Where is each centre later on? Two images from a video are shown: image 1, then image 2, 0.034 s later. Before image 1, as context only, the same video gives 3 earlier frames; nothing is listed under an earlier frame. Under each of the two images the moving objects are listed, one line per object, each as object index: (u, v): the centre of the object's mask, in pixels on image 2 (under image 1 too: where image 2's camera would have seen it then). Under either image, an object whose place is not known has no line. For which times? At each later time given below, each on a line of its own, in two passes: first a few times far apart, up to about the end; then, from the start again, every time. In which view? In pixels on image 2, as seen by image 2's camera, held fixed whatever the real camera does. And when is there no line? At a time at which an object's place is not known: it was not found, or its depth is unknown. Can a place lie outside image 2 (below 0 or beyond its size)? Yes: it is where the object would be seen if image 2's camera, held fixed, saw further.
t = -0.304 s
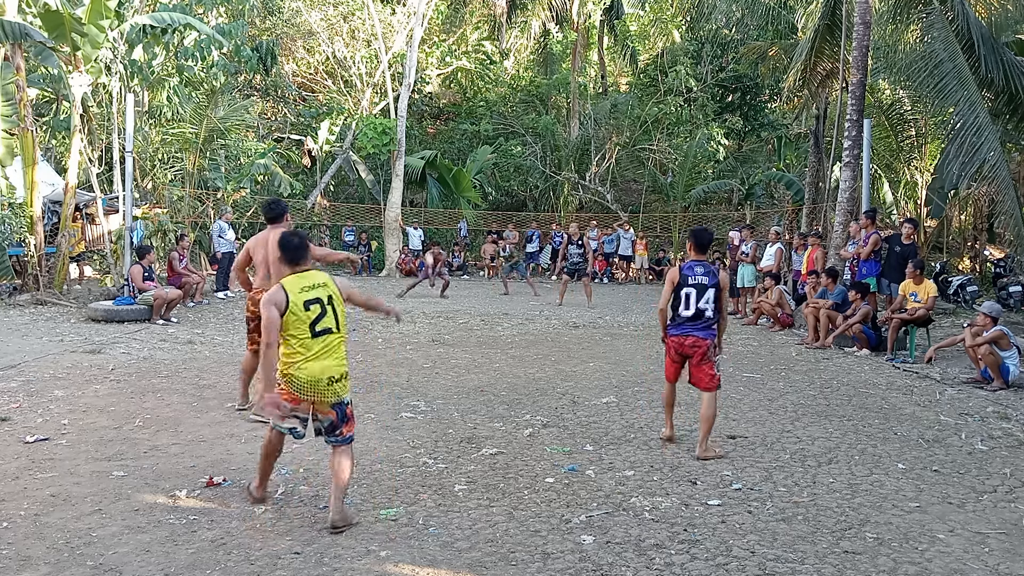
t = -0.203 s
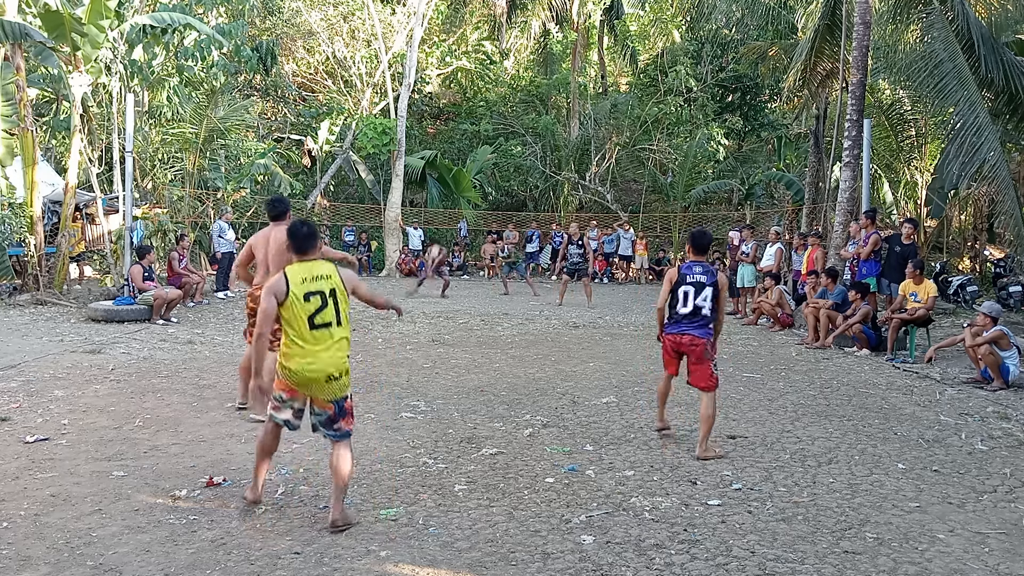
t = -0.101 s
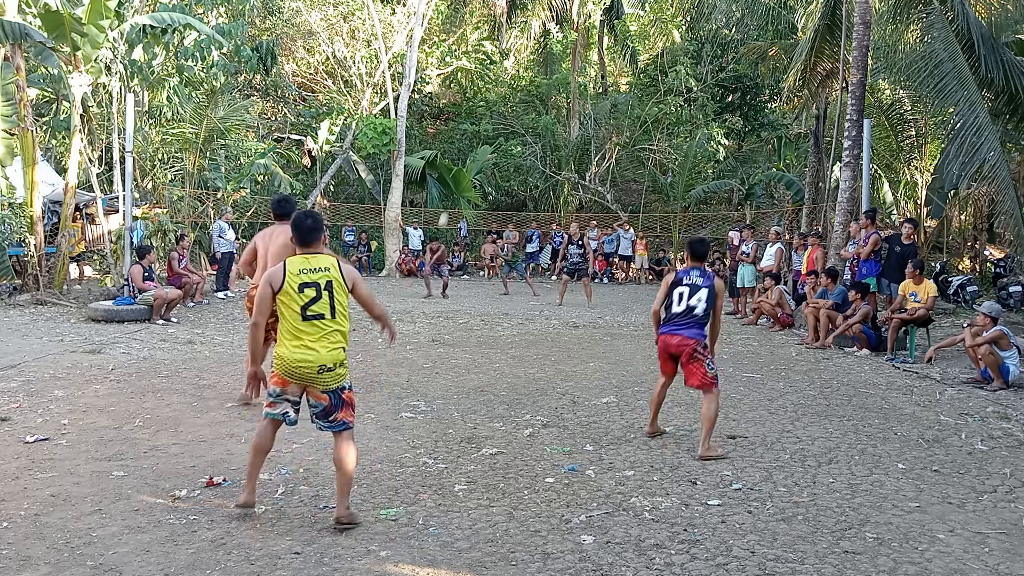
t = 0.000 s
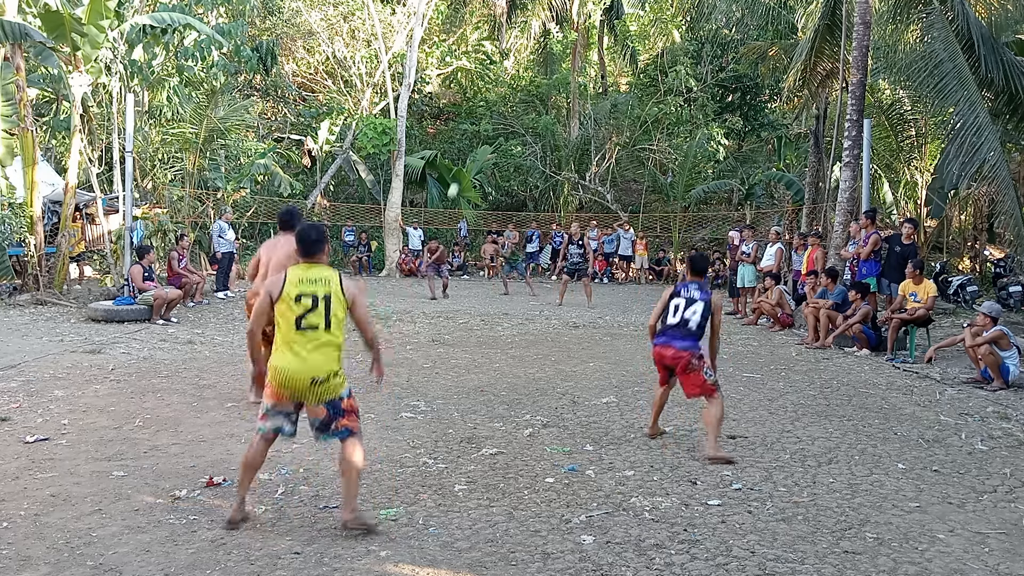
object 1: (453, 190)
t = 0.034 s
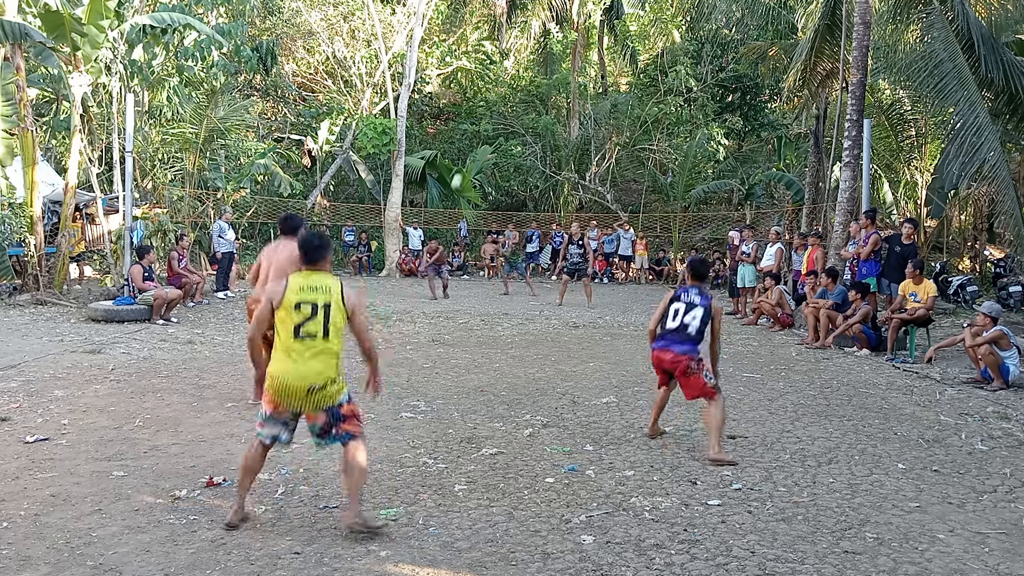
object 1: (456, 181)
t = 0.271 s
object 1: (486, 126)
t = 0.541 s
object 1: (535, 97)
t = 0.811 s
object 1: (607, 137)
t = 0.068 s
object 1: (460, 172)
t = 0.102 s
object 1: (464, 164)
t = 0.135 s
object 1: (468, 155)
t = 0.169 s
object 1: (473, 147)
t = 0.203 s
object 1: (477, 140)
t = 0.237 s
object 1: (481, 132)
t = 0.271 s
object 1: (486, 126)
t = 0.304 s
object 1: (491, 119)
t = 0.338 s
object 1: (497, 114)
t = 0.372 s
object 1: (502, 110)
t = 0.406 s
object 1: (507, 105)
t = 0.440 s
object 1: (514, 102)
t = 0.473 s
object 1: (521, 99)
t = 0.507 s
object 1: (528, 98)
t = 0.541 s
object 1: (535, 97)
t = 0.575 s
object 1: (542, 97)
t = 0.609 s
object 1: (549, 98)
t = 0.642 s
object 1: (557, 101)
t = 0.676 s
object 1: (566, 105)
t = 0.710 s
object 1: (576, 111)
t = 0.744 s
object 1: (585, 117)
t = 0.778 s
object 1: (596, 126)
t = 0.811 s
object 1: (607, 137)
